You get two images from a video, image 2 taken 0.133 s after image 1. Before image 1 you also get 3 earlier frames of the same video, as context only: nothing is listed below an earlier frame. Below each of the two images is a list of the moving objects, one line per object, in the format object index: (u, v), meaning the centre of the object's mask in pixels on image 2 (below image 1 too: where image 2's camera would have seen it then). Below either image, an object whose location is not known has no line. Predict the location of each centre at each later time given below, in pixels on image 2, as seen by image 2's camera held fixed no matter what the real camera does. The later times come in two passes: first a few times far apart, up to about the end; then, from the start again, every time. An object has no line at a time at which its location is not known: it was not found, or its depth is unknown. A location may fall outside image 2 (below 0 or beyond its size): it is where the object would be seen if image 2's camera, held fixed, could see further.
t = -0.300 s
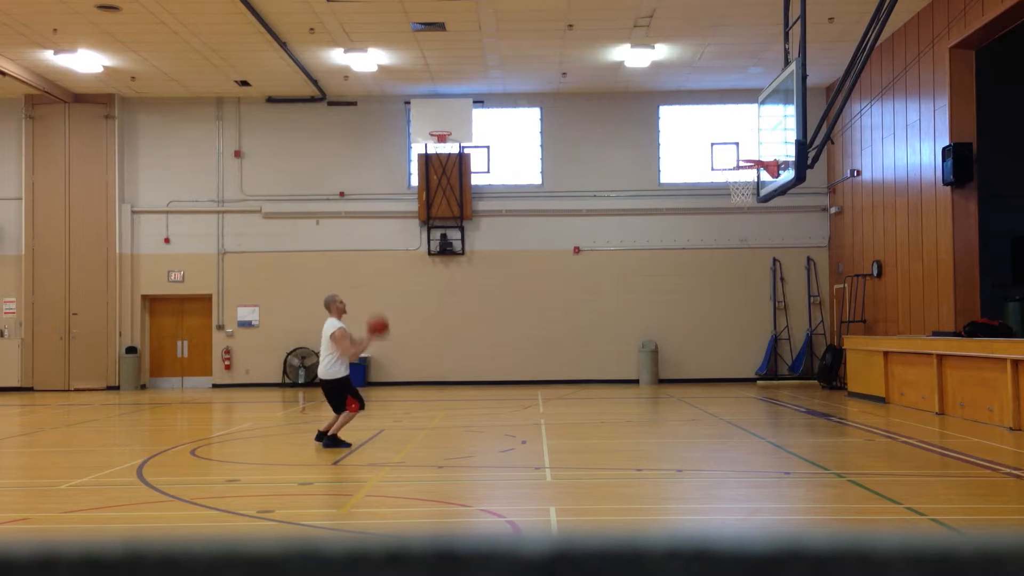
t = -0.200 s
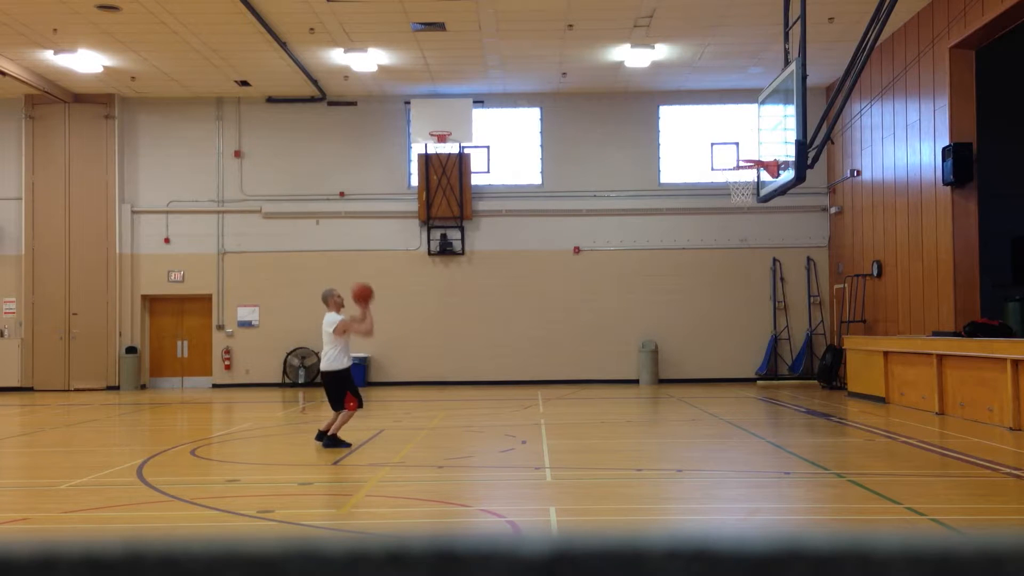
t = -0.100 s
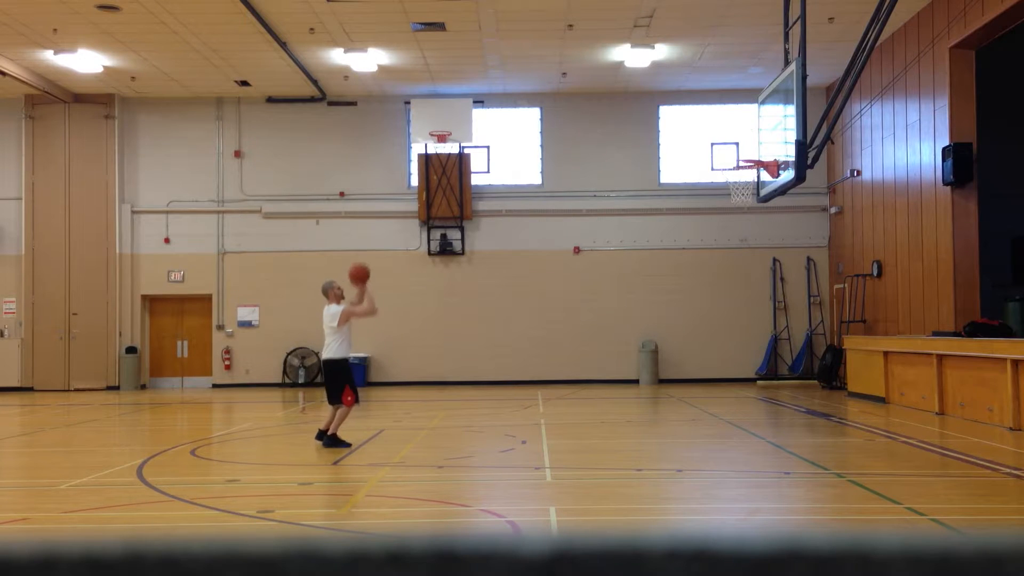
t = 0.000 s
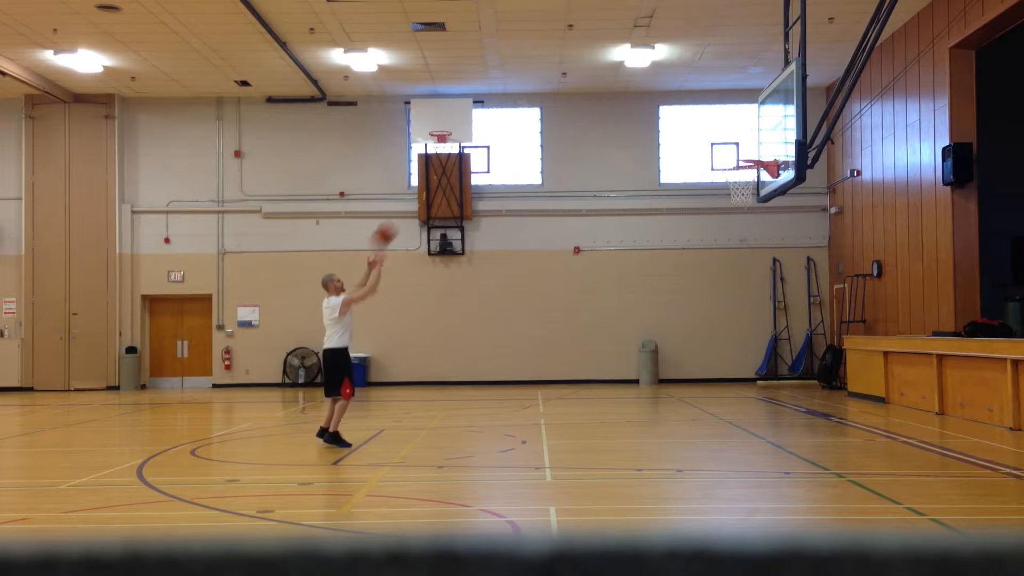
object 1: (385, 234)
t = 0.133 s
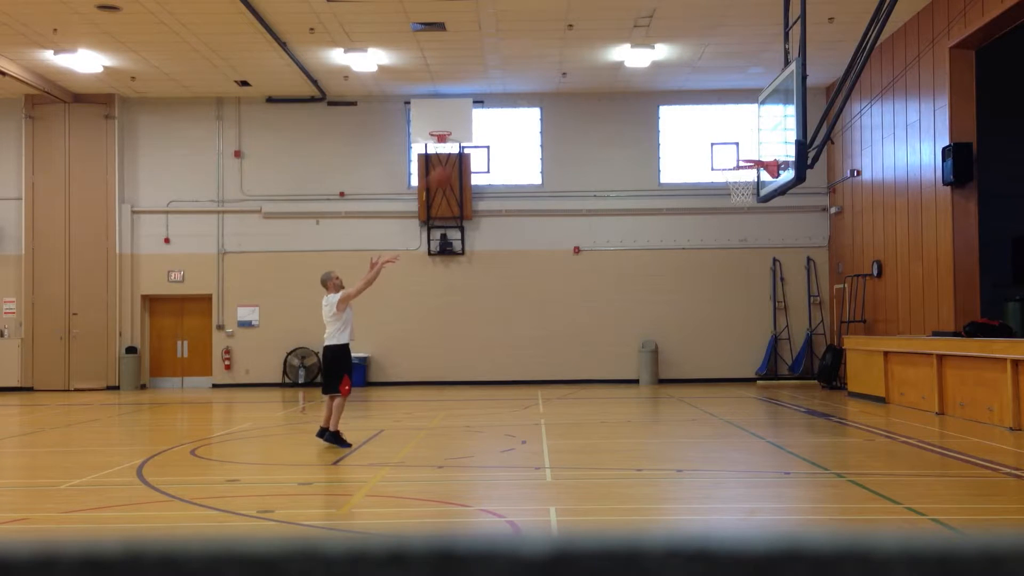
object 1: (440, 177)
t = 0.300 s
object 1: (511, 132)
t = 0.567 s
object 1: (621, 109)
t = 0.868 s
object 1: (742, 155)
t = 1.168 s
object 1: (716, 273)
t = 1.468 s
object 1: (679, 412)
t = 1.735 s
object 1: (634, 306)
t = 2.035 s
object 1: (586, 264)
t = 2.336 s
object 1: (541, 299)
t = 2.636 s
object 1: (498, 407)
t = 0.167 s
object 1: (453, 166)
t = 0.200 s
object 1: (466, 159)
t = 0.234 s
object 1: (484, 147)
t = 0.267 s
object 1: (497, 139)
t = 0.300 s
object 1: (511, 132)
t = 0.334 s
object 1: (525, 125)
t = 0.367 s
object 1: (542, 120)
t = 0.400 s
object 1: (553, 116)
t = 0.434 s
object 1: (566, 113)
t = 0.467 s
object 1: (580, 111)
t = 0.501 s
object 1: (593, 109)
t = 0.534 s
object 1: (607, 109)
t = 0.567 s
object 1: (621, 109)
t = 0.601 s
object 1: (634, 110)
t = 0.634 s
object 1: (647, 112)
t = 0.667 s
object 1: (658, 116)
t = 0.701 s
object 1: (675, 121)
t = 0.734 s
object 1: (688, 125)
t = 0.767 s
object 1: (702, 132)
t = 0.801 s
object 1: (715, 139)
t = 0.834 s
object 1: (728, 146)
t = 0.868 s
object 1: (742, 155)
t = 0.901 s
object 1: (751, 166)
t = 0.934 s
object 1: (747, 178)
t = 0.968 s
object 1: (742, 191)
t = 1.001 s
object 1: (737, 204)
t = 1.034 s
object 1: (734, 213)
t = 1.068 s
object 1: (729, 227)
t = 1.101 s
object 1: (724, 242)
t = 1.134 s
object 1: (720, 257)
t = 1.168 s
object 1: (716, 273)
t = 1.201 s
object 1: (712, 289)
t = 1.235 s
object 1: (708, 307)
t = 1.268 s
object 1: (704, 325)
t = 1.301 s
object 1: (701, 343)
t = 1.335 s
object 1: (696, 365)
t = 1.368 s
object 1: (692, 386)
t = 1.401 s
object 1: (689, 407)
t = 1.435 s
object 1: (684, 427)
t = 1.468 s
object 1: (679, 412)
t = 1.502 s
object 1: (673, 395)
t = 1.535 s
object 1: (668, 380)
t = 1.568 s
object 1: (662, 365)
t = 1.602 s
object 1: (657, 351)
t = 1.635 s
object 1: (651, 338)
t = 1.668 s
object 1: (645, 326)
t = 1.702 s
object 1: (639, 316)
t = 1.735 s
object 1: (634, 306)
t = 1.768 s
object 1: (628, 297)
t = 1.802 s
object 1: (623, 290)
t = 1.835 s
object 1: (618, 283)
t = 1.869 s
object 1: (612, 277)
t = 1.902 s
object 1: (607, 273)
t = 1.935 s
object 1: (602, 269)
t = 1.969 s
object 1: (596, 267)
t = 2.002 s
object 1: (591, 265)
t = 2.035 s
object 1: (586, 264)
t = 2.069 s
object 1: (581, 265)
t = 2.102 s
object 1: (576, 266)
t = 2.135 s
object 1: (571, 268)
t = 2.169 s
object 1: (566, 271)
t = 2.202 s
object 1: (560, 275)
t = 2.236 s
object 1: (556, 279)
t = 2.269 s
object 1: (550, 285)
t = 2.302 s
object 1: (546, 292)
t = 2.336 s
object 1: (541, 299)
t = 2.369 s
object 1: (536, 308)
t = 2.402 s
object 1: (531, 317)
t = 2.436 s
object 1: (526, 328)
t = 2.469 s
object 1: (521, 339)
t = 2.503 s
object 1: (517, 351)
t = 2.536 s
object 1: (512, 364)
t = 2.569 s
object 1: (507, 377)
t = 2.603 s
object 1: (503, 391)
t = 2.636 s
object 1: (498, 407)
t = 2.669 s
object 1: (493, 423)
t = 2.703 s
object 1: (488, 422)
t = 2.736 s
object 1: (483, 410)
